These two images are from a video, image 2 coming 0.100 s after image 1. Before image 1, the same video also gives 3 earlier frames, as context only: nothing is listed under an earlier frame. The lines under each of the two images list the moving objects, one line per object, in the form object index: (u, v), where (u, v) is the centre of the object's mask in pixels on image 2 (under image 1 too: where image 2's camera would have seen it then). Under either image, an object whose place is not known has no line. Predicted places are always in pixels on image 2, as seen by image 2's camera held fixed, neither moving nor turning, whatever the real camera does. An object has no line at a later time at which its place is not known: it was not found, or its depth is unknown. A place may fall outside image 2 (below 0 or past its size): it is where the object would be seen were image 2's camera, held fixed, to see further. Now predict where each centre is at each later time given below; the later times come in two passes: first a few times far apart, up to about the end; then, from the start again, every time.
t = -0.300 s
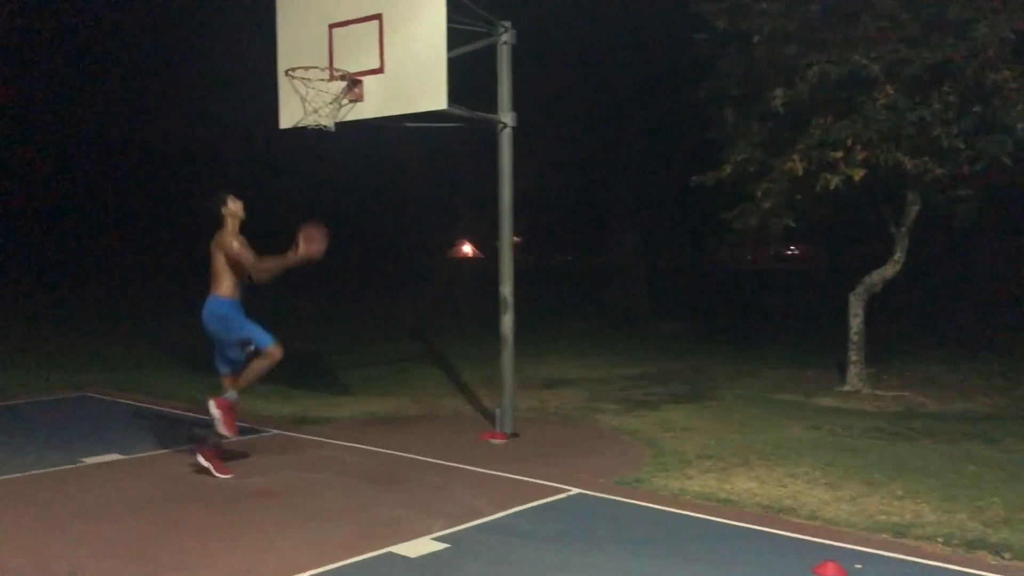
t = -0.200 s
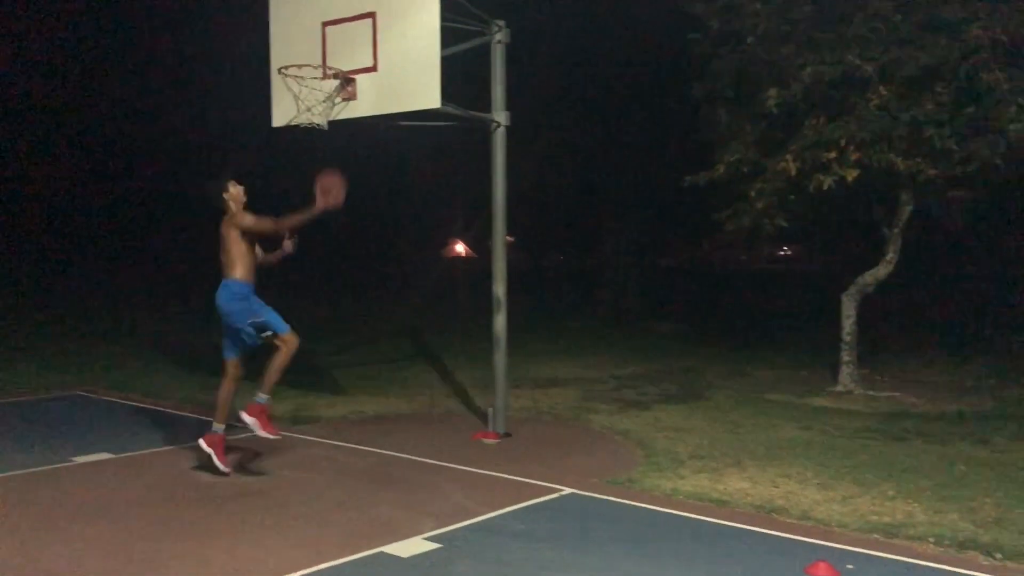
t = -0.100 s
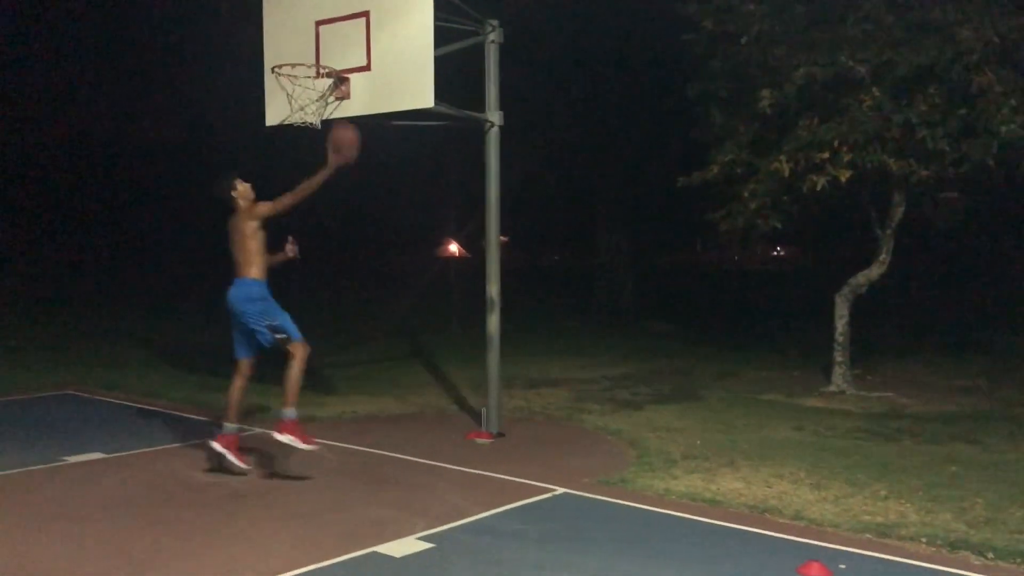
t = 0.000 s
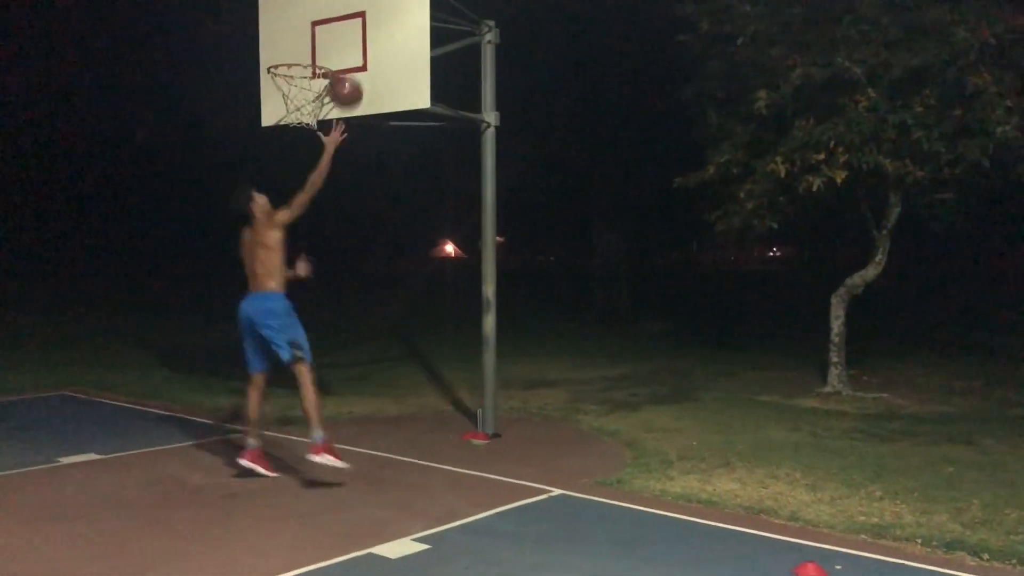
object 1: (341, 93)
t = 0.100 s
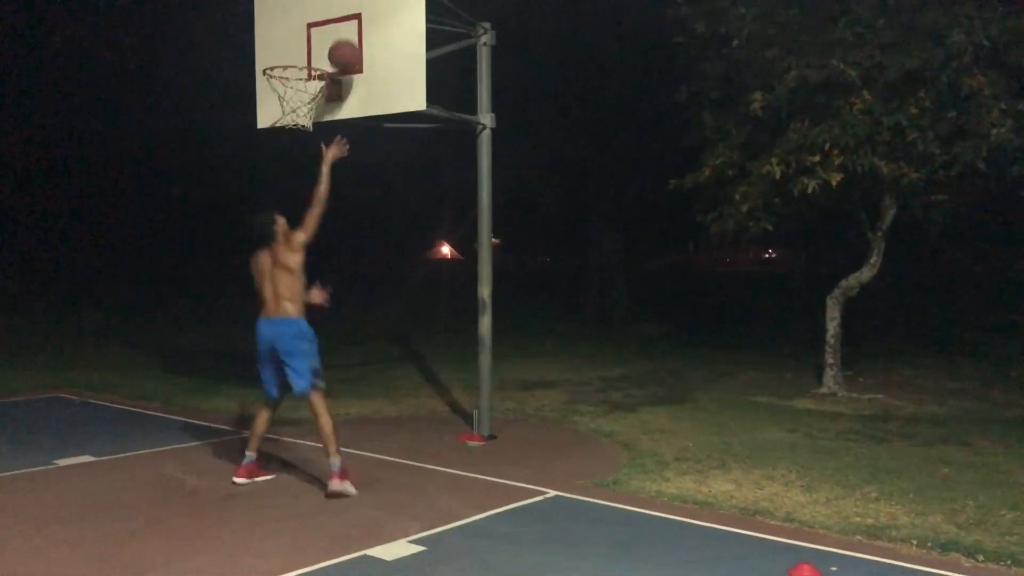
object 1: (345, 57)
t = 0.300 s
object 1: (334, 26)
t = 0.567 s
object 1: (292, 72)
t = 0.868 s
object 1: (293, 148)
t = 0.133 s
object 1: (345, 46)
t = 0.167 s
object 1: (347, 39)
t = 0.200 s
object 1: (348, 32)
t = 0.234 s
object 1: (345, 30)
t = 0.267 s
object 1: (339, 26)
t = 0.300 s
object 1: (334, 26)
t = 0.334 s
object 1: (329, 27)
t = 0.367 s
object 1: (324, 29)
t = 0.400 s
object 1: (319, 33)
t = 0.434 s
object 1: (313, 38)
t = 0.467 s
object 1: (308, 45)
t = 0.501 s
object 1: (302, 53)
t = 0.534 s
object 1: (298, 63)
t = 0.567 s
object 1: (292, 72)
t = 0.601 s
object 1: (285, 86)
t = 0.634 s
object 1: (282, 95)
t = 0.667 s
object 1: (283, 101)
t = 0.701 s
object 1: (284, 106)
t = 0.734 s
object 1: (286, 115)
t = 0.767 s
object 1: (288, 120)
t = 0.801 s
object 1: (289, 128)
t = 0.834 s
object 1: (292, 138)
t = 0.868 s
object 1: (293, 148)
